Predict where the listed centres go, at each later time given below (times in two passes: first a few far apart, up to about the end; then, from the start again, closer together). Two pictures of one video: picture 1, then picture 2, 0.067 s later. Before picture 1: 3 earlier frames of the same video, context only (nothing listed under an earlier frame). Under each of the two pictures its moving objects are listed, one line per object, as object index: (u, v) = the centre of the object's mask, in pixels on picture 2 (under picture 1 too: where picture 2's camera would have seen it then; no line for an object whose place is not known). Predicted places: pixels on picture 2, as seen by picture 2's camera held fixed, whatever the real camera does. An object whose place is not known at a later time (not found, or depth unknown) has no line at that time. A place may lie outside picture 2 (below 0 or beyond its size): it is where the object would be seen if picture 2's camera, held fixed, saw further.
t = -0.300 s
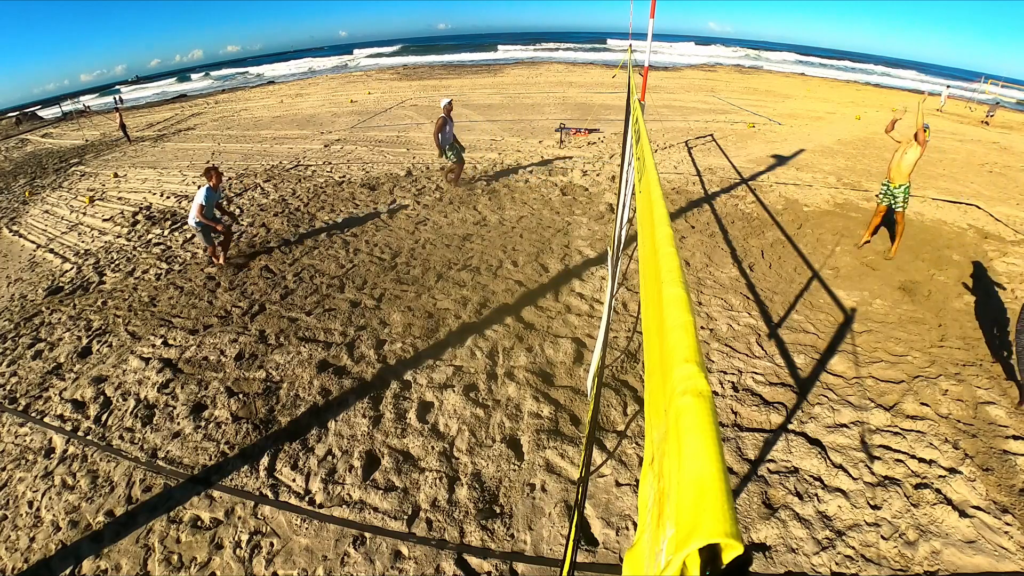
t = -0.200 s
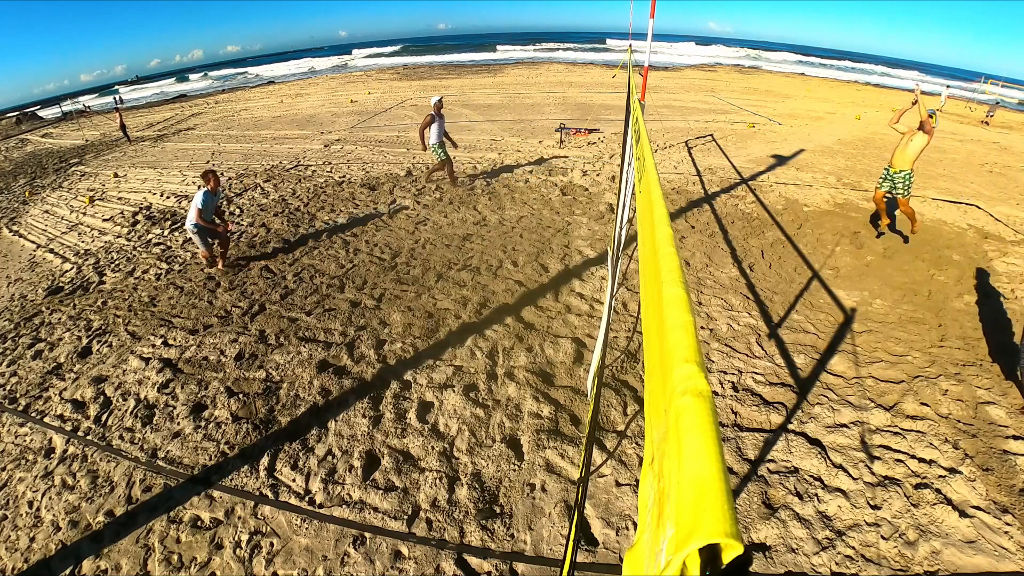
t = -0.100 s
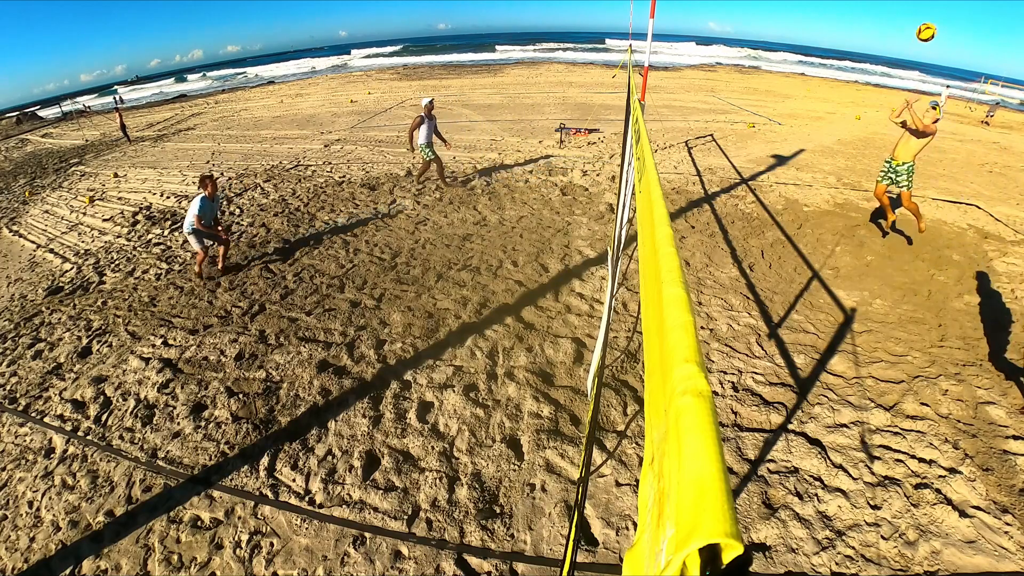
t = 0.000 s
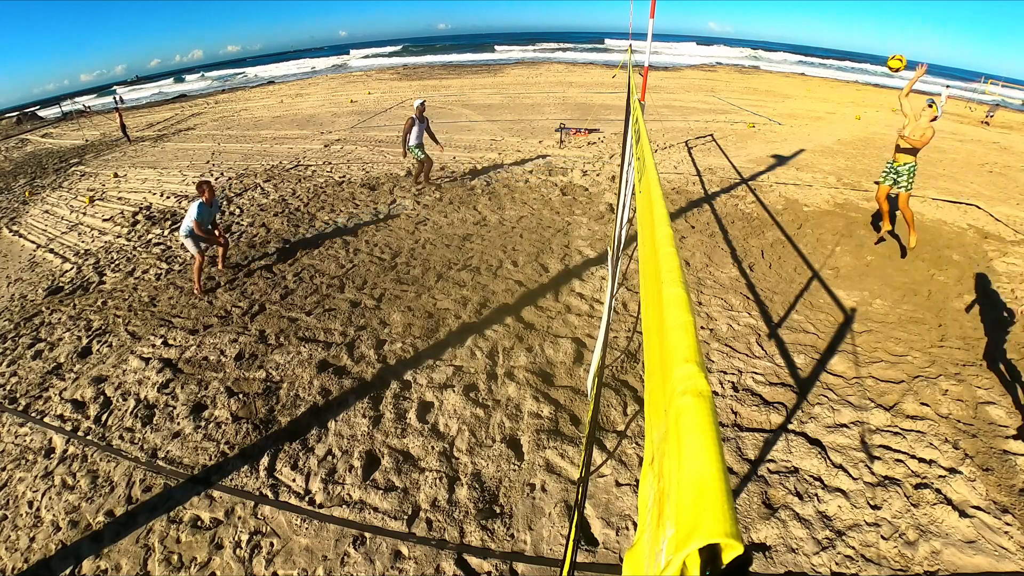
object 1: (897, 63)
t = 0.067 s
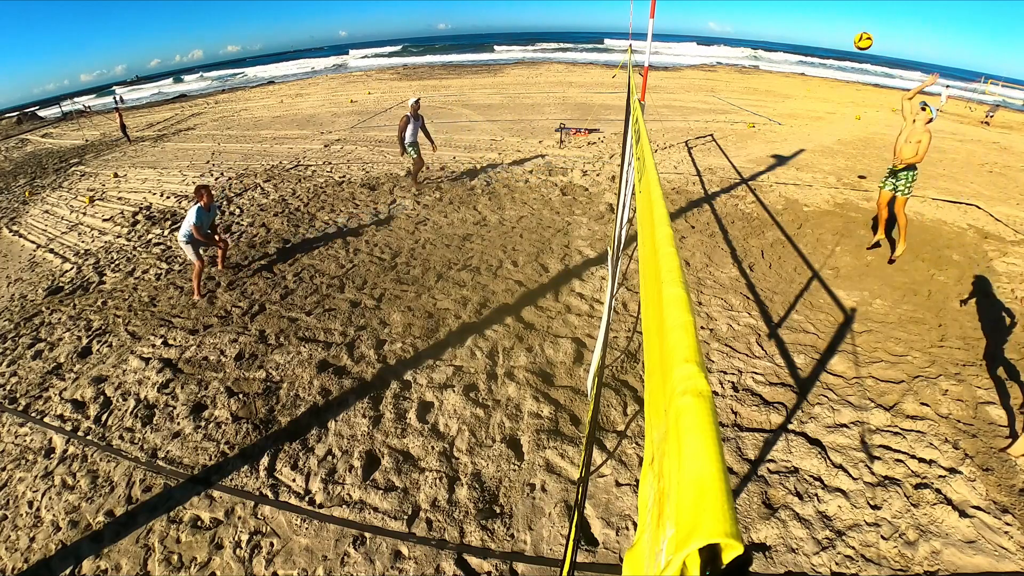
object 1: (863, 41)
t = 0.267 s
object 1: (755, 5)
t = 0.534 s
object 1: (615, 19)
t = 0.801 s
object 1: (504, 90)
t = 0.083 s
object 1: (855, 36)
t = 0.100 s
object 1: (846, 32)
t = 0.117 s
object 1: (837, 27)
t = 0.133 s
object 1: (828, 23)
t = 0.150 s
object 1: (819, 19)
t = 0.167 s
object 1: (810, 16)
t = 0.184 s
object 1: (801, 13)
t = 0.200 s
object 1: (792, 10)
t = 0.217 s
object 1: (783, 8)
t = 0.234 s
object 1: (774, 7)
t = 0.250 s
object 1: (765, 6)
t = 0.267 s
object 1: (755, 5)
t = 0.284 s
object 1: (746, 5)
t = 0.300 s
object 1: (737, 4)
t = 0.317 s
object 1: (728, 4)
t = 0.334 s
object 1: (719, 4)
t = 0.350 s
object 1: (709, 4)
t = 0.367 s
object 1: (700, 4)
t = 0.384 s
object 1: (692, 4)
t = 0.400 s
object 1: (683, 5)
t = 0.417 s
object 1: (674, 5)
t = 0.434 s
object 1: (665, 6)
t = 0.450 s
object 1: (660, 7)
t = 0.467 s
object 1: (646, 8)
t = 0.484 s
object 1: (639, 11)
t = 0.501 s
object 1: (631, 13)
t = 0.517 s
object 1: (623, 16)
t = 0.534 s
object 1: (615, 19)
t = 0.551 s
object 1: (607, 22)
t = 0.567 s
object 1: (599, 25)
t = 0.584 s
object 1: (591, 29)
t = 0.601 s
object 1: (583, 32)
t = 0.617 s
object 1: (576, 36)
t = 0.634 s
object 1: (568, 40)
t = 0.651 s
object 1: (561, 44)
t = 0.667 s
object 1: (555, 49)
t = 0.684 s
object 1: (547, 54)
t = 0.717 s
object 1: (534, 64)
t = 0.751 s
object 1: (521, 74)
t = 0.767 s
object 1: (515, 79)
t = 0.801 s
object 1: (504, 90)
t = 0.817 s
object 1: (498, 95)
